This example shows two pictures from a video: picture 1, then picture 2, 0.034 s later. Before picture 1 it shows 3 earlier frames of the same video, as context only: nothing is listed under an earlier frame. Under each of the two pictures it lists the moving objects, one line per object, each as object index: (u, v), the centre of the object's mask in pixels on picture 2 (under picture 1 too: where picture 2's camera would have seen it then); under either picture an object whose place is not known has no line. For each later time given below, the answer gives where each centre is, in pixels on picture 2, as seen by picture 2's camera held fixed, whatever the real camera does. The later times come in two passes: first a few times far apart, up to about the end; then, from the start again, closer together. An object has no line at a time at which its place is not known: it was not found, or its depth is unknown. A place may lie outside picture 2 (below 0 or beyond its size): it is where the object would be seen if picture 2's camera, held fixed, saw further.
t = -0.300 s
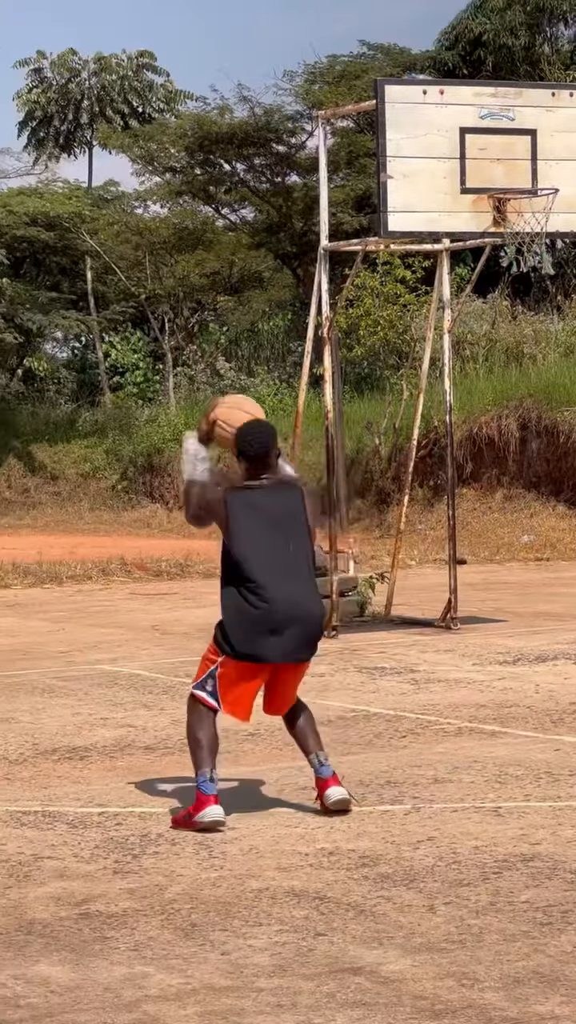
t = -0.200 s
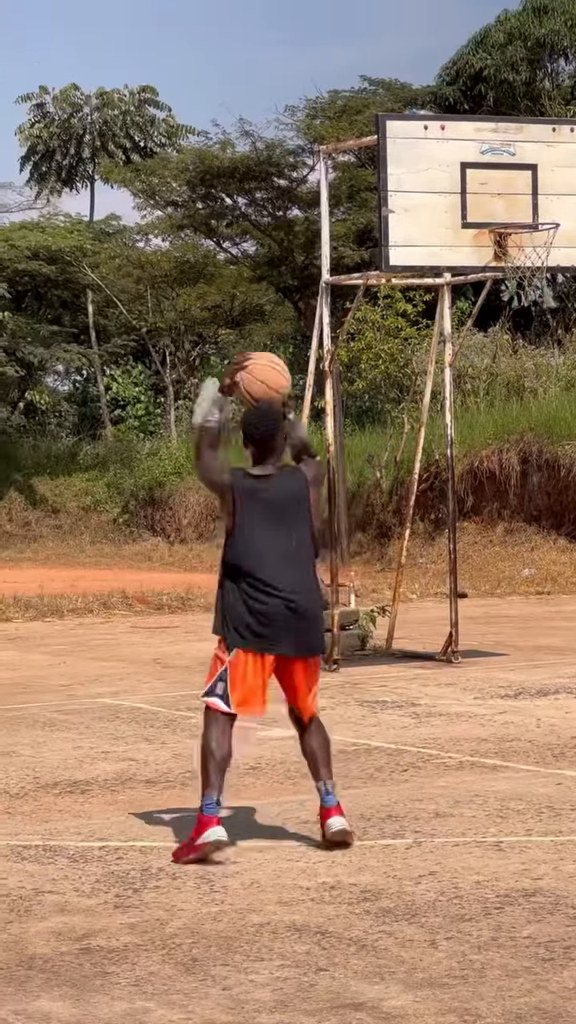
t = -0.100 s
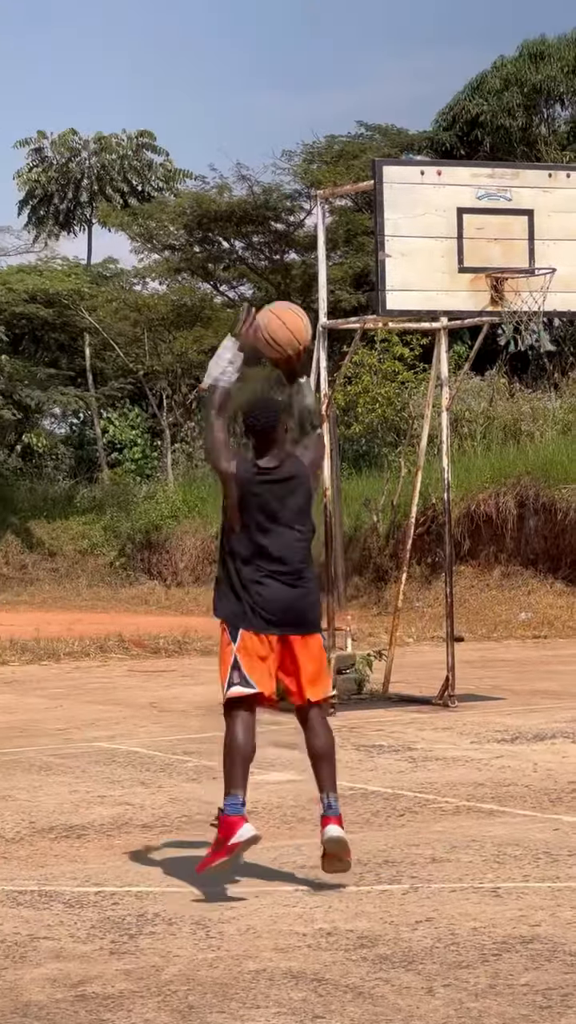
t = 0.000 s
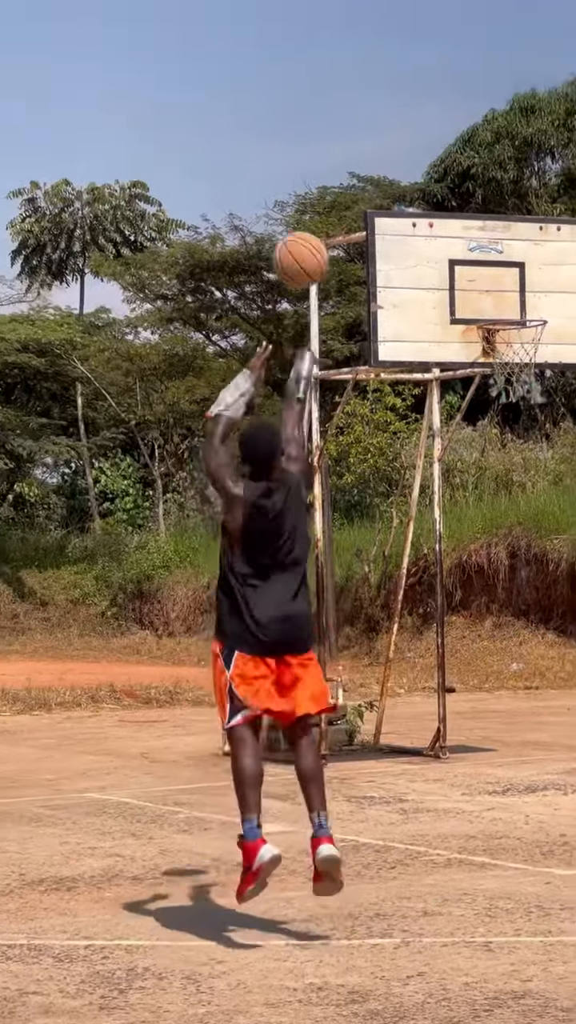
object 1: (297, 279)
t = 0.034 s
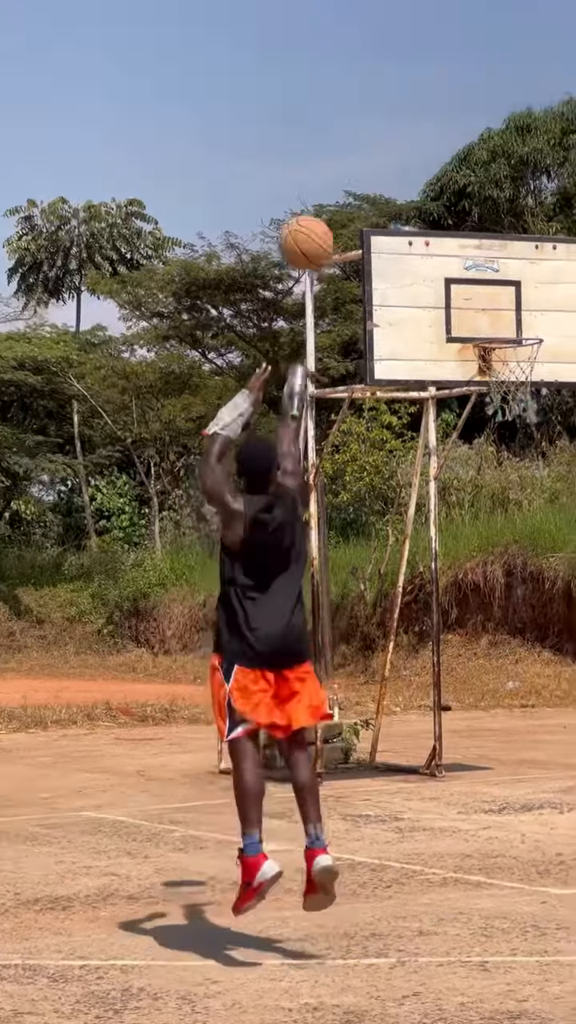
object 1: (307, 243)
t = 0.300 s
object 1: (369, 70)
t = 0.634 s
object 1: (429, 71)
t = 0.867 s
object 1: (464, 177)
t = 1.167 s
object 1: (506, 382)
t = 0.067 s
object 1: (314, 212)
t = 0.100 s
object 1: (323, 183)
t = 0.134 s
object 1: (331, 158)
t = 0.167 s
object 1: (339, 134)
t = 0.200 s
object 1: (346, 115)
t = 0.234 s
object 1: (354, 98)
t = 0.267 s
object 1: (362, 83)
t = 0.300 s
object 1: (369, 70)
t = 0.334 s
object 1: (377, 60)
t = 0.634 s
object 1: (429, 71)
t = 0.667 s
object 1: (434, 81)
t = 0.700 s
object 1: (439, 93)
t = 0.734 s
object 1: (444, 108)
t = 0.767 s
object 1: (450, 123)
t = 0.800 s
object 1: (455, 139)
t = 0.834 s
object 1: (459, 157)
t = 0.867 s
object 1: (464, 177)
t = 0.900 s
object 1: (468, 197)
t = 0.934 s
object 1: (473, 217)
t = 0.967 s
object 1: (477, 241)
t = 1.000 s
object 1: (481, 265)
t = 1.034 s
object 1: (486, 289)
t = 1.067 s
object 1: (489, 315)
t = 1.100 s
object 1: (494, 342)
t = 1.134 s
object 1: (500, 367)
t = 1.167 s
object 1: (506, 382)
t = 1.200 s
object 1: (516, 398)
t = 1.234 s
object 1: (522, 415)
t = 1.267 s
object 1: (529, 435)
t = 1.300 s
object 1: (536, 455)
